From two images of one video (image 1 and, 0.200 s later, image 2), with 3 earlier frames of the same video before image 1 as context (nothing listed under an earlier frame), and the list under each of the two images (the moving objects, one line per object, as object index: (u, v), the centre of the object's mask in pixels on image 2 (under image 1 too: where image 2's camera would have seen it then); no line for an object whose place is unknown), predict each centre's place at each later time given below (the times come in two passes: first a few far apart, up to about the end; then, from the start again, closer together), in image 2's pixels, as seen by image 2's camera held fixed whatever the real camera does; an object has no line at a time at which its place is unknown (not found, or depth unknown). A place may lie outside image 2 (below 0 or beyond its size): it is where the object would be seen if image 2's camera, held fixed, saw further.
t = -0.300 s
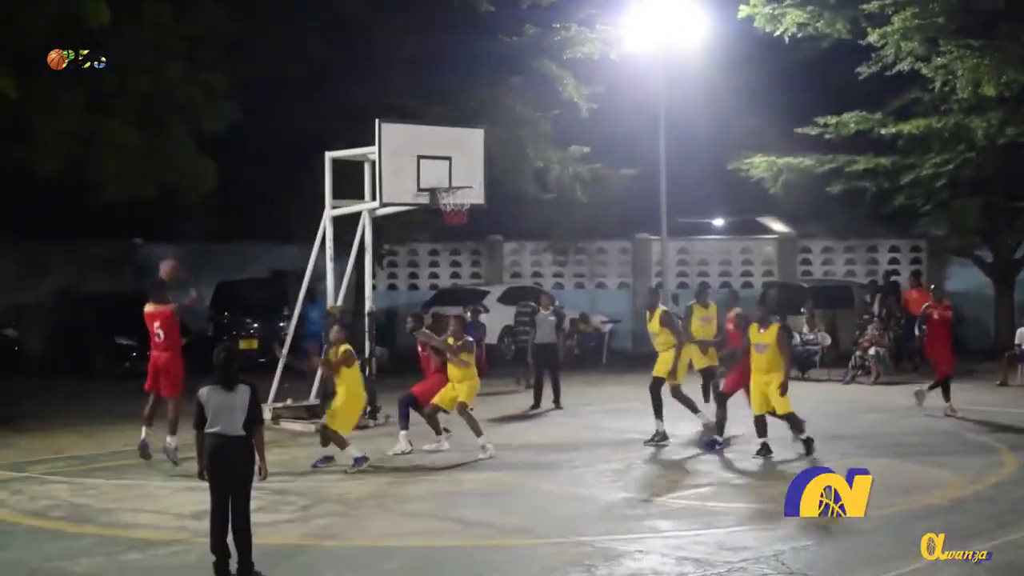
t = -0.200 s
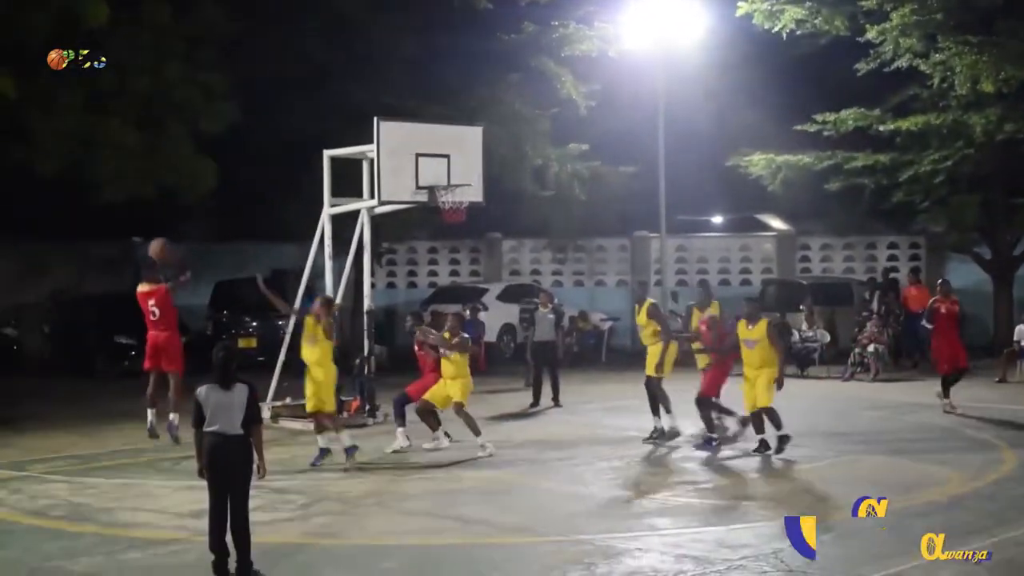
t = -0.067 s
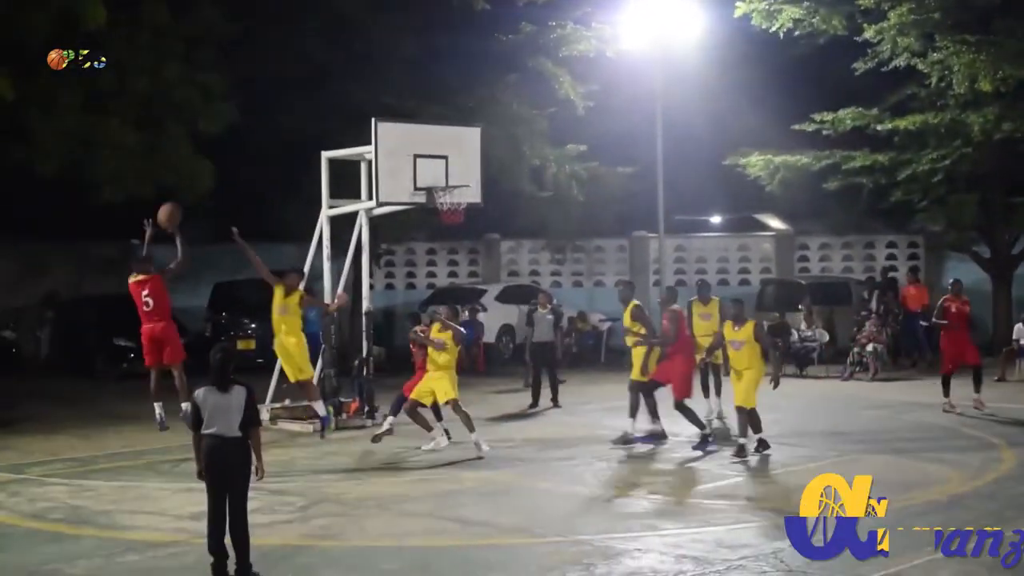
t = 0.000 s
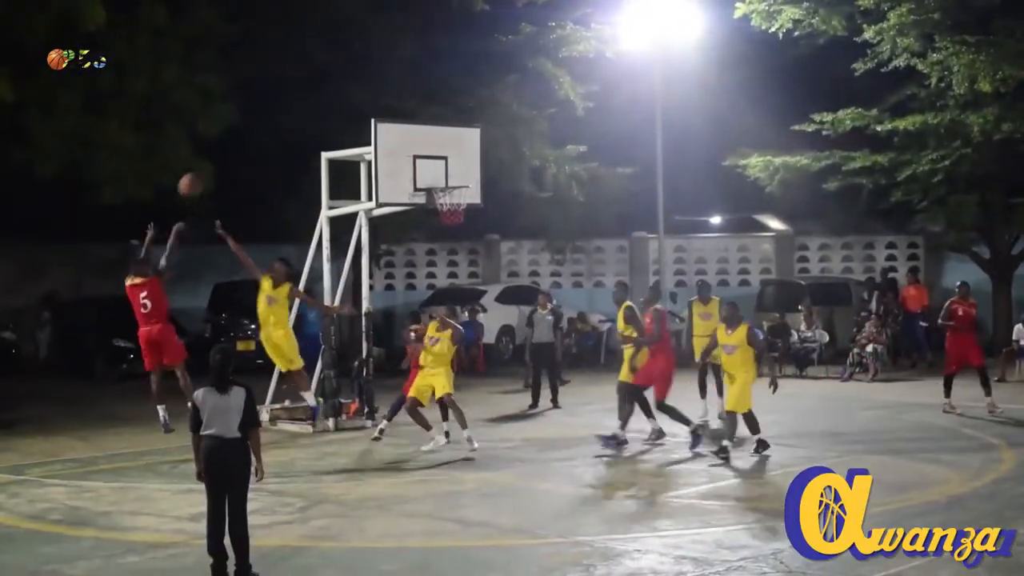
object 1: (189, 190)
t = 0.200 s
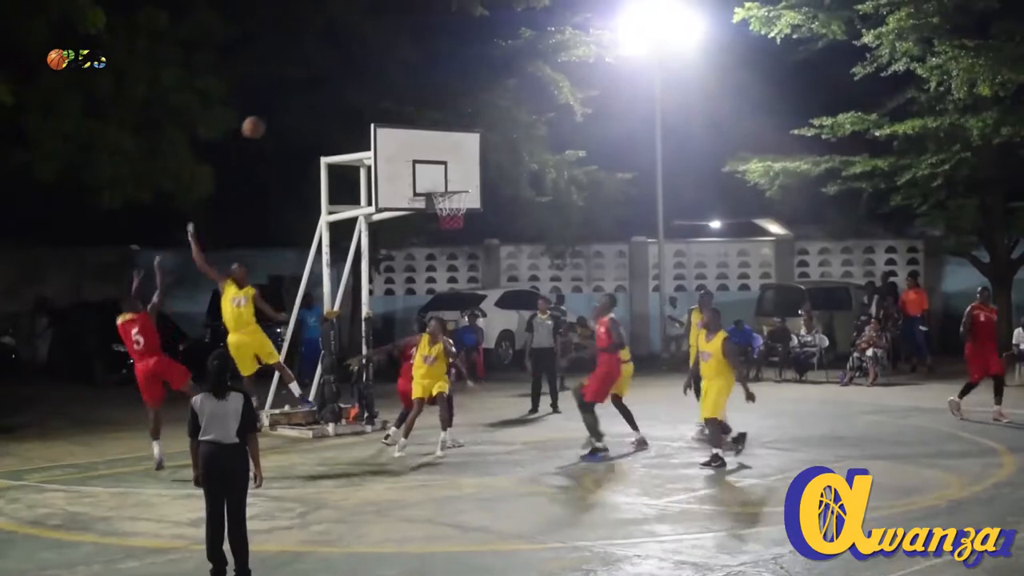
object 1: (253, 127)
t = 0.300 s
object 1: (283, 110)
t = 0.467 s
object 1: (331, 103)
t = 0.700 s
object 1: (395, 132)
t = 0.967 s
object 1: (461, 216)
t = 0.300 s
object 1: (283, 110)
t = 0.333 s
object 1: (293, 107)
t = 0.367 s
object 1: (303, 105)
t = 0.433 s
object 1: (322, 103)
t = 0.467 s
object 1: (331, 103)
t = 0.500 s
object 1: (341, 105)
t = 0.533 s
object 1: (350, 107)
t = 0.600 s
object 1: (368, 113)
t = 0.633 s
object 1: (377, 118)
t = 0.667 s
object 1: (385, 125)
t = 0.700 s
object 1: (395, 132)
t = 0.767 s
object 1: (413, 148)
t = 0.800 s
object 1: (421, 157)
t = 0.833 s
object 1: (429, 168)
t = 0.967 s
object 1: (461, 216)
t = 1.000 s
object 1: (466, 217)
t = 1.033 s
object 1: (468, 219)
